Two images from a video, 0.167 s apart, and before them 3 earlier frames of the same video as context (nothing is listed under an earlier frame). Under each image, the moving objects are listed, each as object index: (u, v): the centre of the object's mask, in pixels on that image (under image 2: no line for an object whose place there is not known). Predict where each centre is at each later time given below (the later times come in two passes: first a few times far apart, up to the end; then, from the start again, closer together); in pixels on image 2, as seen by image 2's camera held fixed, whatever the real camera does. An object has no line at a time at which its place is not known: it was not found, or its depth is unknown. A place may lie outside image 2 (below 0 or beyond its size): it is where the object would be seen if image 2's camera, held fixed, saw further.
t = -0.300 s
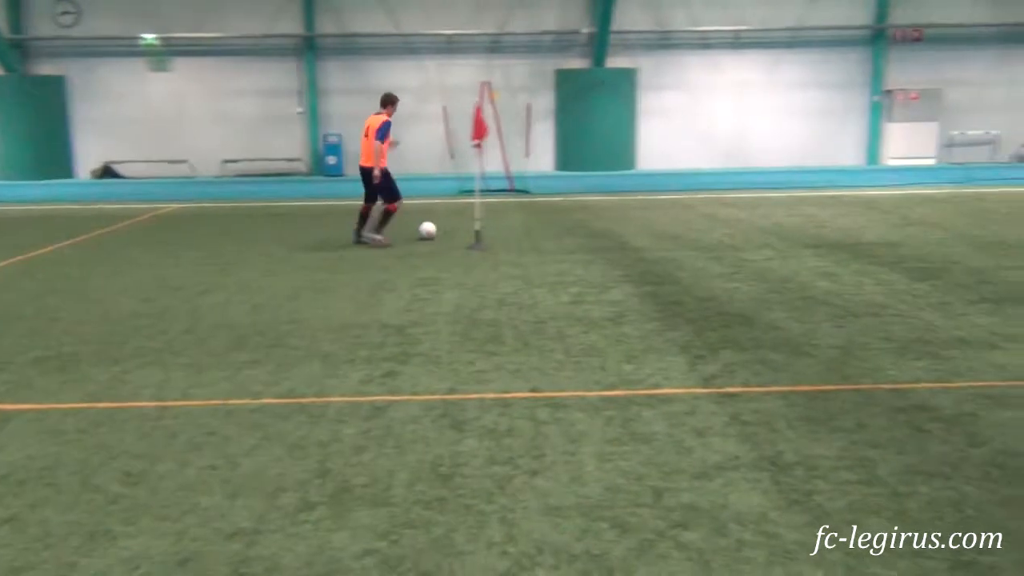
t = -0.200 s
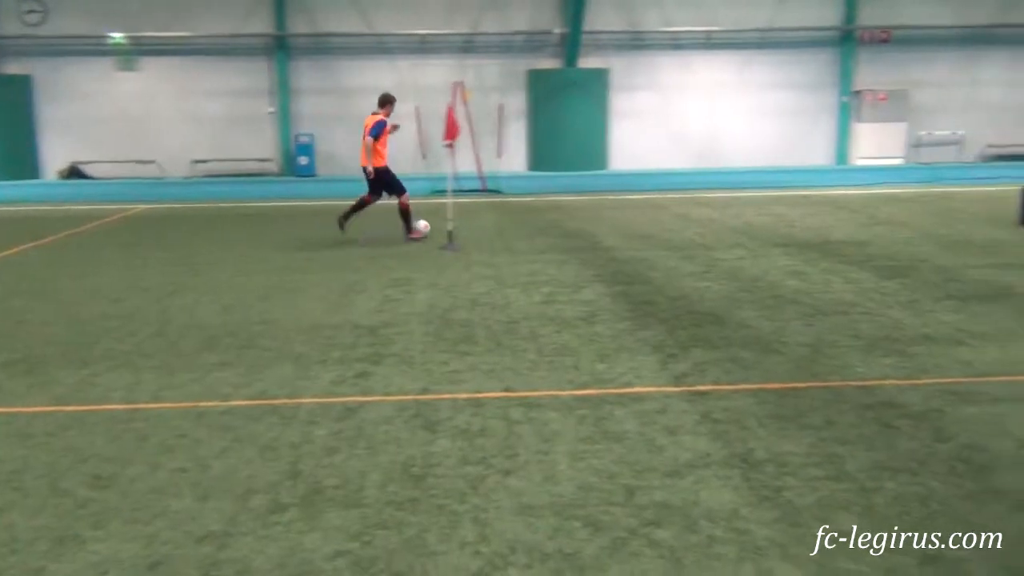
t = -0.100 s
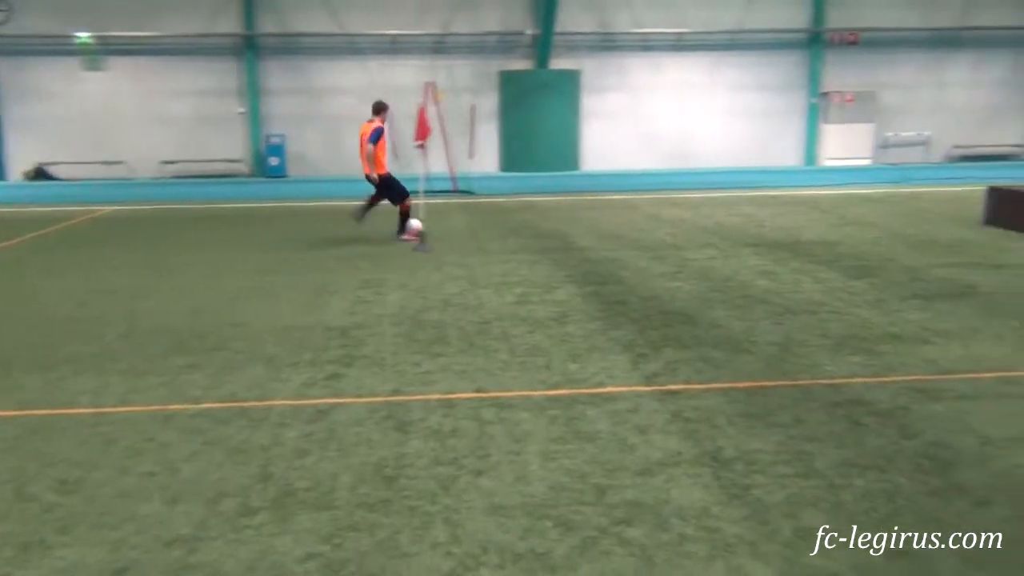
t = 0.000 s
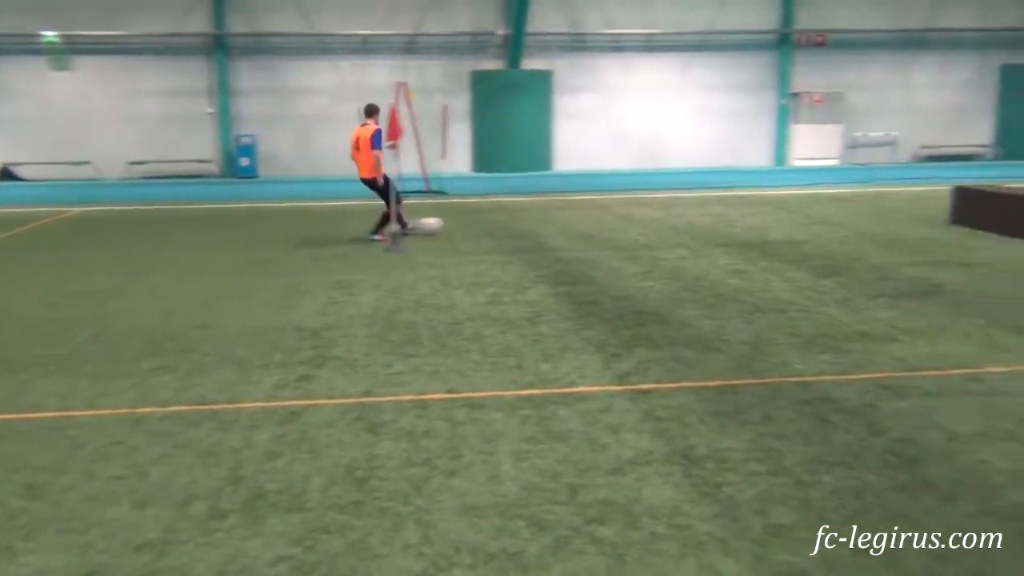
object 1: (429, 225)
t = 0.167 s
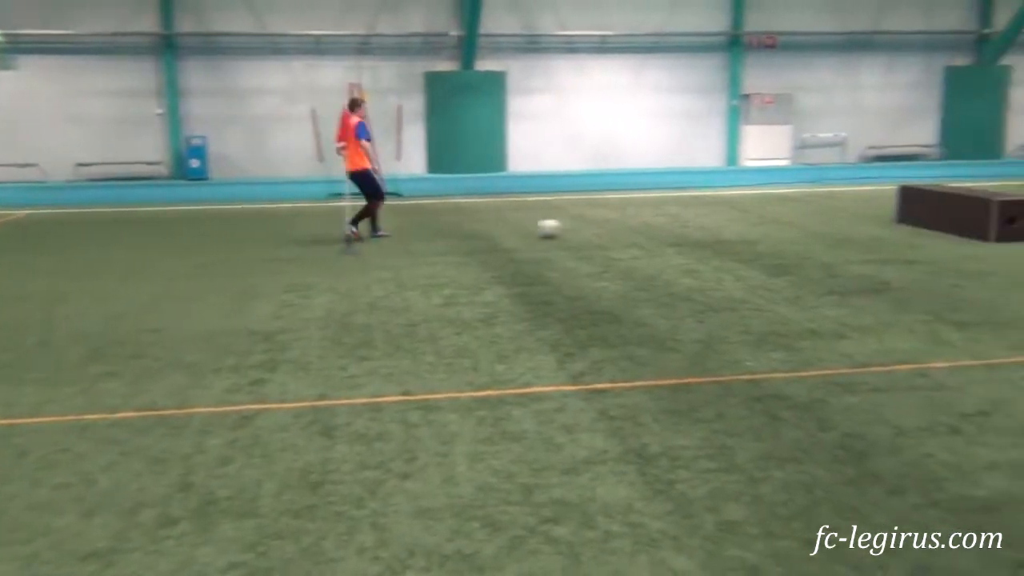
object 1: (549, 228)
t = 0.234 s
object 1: (615, 227)
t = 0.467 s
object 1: (815, 229)
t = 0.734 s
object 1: (933, 215)
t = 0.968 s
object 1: (838, 208)
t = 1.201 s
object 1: (747, 234)
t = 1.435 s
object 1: (709, 229)
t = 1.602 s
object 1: (681, 239)
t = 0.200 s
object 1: (584, 226)
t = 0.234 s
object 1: (615, 227)
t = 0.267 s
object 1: (644, 228)
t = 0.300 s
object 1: (676, 228)
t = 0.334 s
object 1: (705, 226)
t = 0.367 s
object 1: (731, 225)
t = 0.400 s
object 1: (763, 226)
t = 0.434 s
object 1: (790, 228)
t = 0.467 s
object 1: (815, 229)
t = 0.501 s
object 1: (842, 227)
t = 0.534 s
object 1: (866, 226)
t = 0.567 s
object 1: (891, 226)
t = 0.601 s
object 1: (919, 228)
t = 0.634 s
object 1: (941, 227)
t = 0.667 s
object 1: (958, 225)
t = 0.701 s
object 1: (947, 220)
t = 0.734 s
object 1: (933, 215)
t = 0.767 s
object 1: (921, 212)
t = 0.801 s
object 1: (908, 209)
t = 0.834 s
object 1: (896, 206)
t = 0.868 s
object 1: (880, 206)
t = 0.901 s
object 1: (865, 206)
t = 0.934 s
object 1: (851, 207)
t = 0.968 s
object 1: (838, 208)
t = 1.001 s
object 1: (822, 211)
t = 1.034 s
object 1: (808, 215)
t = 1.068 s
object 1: (794, 218)
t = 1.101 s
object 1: (778, 226)
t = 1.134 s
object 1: (765, 232)
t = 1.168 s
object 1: (752, 238)
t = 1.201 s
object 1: (747, 234)
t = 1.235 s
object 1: (742, 229)
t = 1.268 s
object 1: (737, 227)
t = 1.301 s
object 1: (731, 225)
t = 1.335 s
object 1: (726, 225)
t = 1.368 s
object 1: (720, 226)
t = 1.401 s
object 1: (715, 227)
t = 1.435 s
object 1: (709, 229)
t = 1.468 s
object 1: (704, 232)
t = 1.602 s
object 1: (681, 239)
